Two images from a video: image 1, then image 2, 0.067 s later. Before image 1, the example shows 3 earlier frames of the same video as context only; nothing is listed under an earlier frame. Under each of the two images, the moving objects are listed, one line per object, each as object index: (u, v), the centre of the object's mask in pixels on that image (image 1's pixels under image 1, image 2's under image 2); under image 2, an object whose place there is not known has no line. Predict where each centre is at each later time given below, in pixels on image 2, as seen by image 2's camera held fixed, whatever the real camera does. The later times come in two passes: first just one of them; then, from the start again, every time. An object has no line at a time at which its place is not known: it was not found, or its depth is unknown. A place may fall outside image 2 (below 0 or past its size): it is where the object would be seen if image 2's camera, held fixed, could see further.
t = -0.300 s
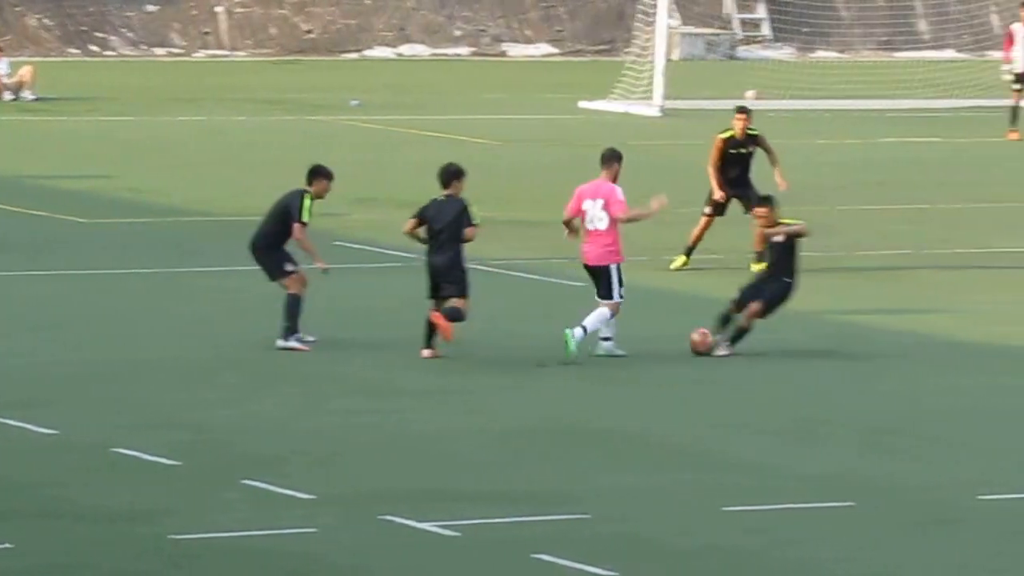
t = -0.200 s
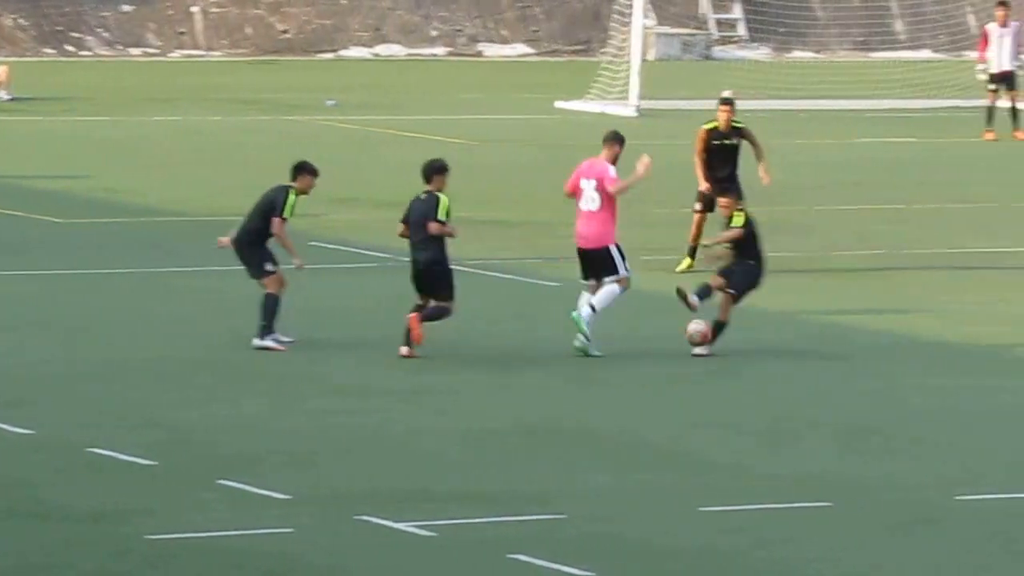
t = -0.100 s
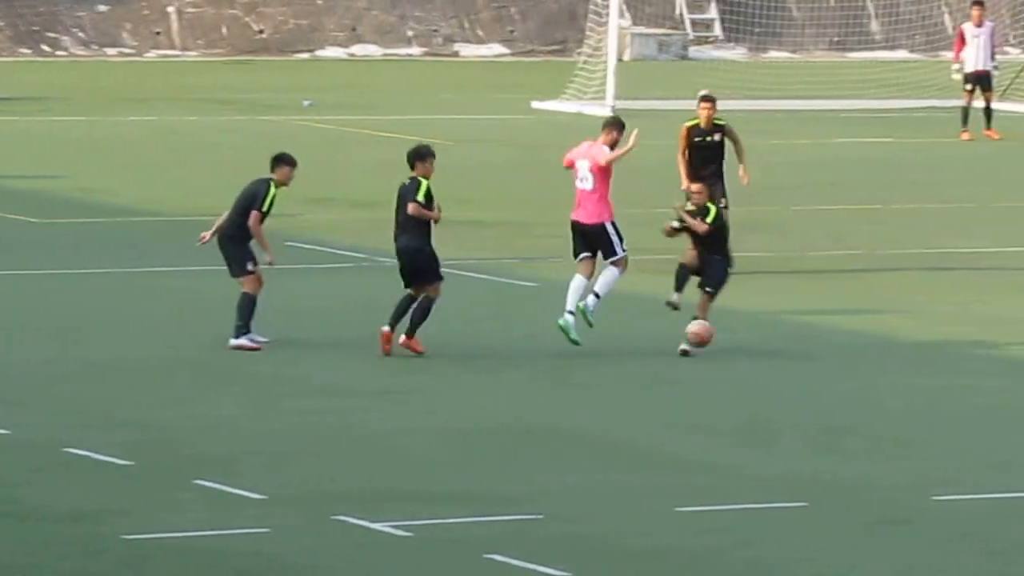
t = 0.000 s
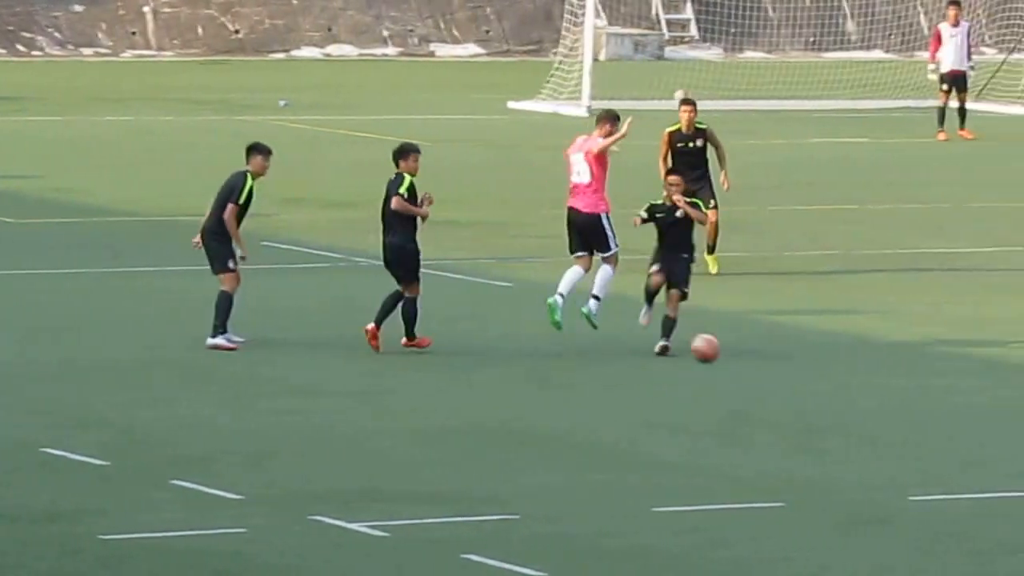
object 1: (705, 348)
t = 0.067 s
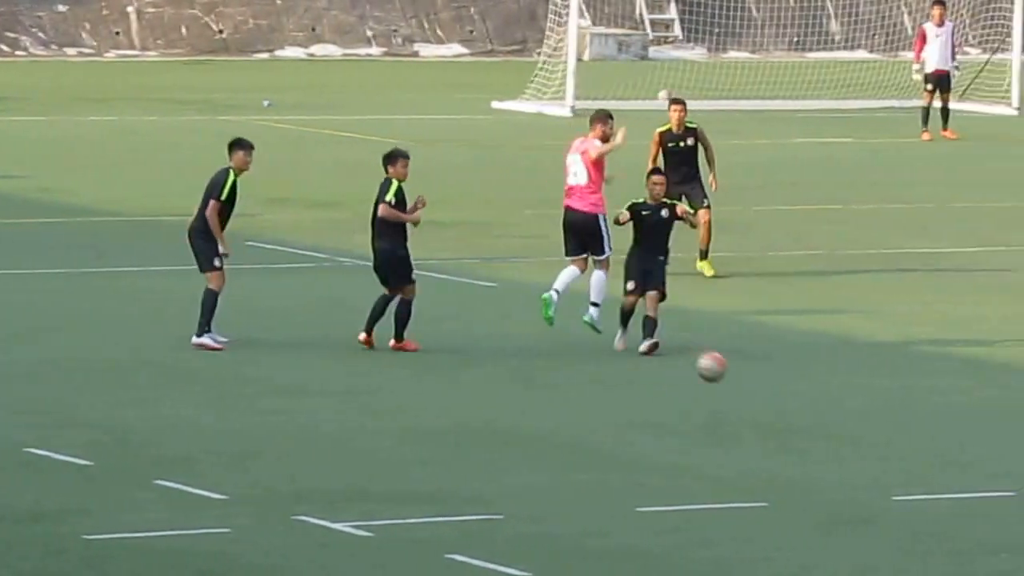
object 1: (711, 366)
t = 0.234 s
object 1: (782, 444)
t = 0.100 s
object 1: (724, 378)
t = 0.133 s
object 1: (738, 392)
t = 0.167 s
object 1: (751, 408)
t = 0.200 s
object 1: (765, 425)
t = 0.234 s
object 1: (782, 444)
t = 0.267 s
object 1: (798, 469)
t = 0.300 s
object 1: (814, 483)
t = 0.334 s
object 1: (832, 480)
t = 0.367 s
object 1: (847, 479)
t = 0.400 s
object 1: (866, 479)
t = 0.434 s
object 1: (884, 484)
